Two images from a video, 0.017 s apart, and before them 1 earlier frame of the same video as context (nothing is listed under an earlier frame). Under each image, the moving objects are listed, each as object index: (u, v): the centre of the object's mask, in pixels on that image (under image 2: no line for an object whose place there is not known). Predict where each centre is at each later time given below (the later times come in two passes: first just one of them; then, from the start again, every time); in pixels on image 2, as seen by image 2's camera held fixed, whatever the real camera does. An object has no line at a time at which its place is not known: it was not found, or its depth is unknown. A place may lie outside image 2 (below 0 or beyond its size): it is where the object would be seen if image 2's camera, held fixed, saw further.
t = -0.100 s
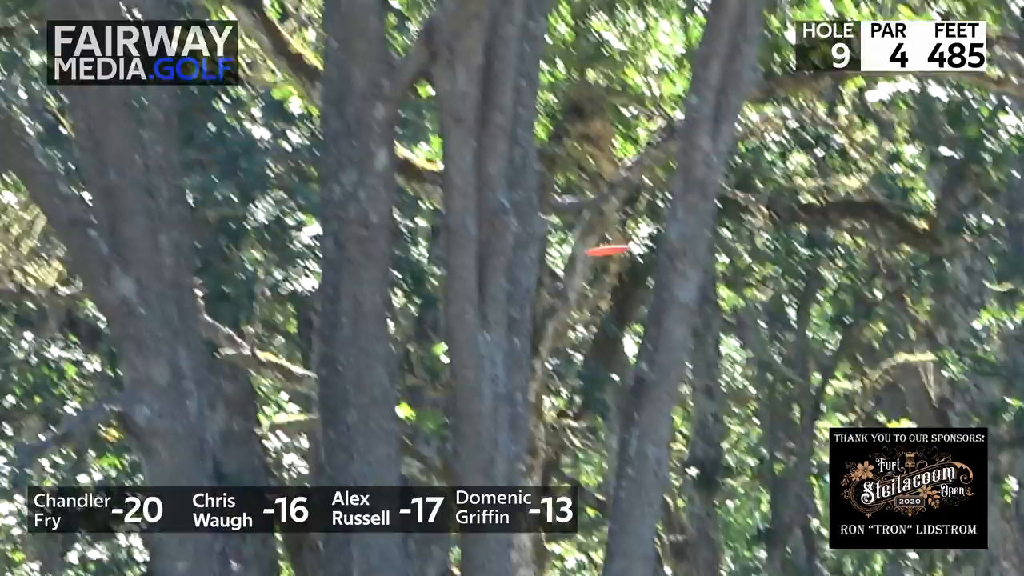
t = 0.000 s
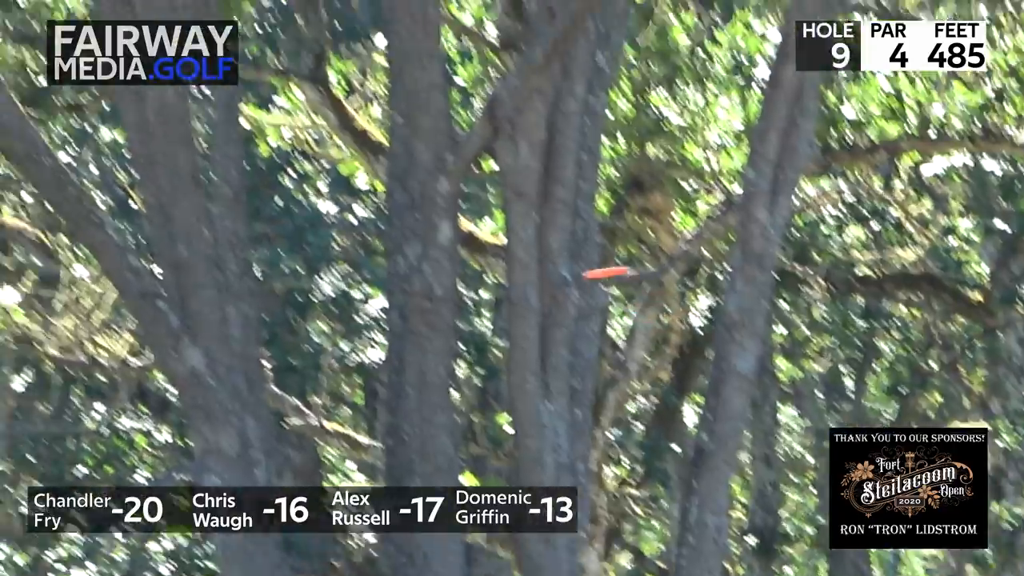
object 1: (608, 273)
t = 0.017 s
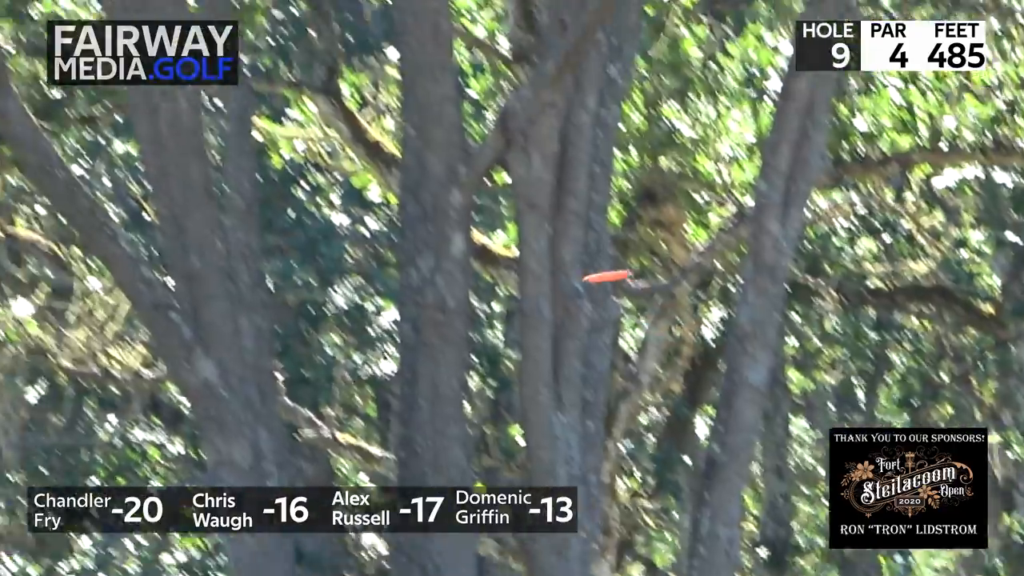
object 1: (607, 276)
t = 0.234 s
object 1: (453, 193)
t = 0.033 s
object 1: (594, 268)
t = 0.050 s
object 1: (584, 261)
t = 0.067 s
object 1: (571, 252)
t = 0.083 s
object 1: (561, 245)
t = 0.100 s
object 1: (547, 240)
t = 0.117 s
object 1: (538, 233)
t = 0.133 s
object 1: (525, 226)
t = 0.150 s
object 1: (514, 221)
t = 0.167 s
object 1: (501, 215)
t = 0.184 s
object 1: (489, 209)
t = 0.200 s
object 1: (479, 204)
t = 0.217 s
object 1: (464, 197)
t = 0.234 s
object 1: (453, 193)
